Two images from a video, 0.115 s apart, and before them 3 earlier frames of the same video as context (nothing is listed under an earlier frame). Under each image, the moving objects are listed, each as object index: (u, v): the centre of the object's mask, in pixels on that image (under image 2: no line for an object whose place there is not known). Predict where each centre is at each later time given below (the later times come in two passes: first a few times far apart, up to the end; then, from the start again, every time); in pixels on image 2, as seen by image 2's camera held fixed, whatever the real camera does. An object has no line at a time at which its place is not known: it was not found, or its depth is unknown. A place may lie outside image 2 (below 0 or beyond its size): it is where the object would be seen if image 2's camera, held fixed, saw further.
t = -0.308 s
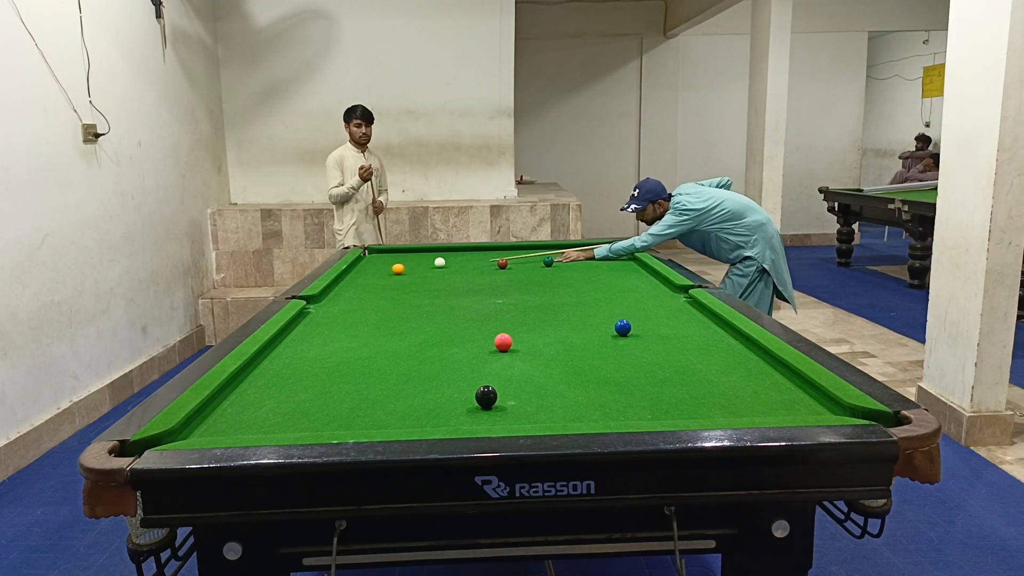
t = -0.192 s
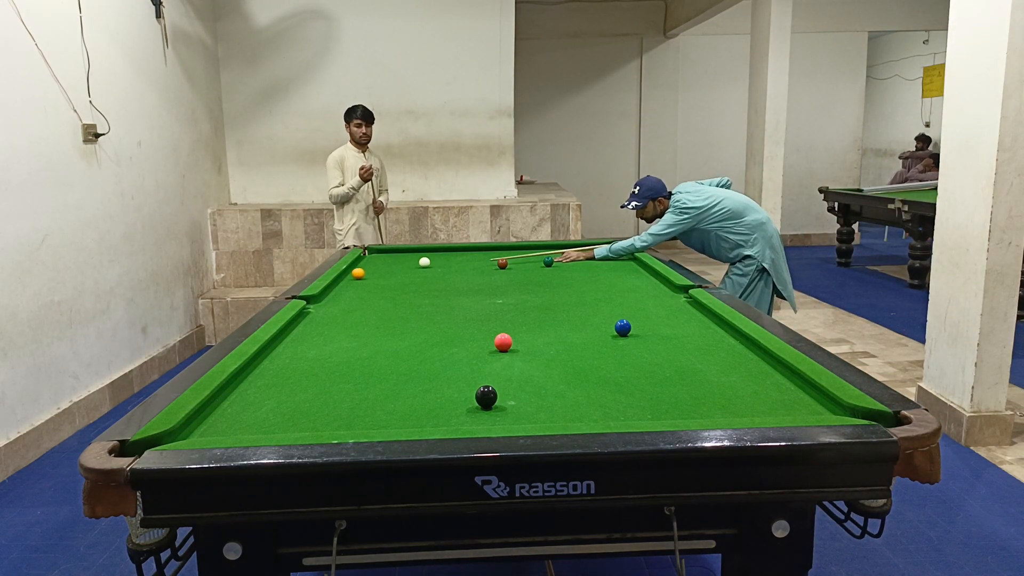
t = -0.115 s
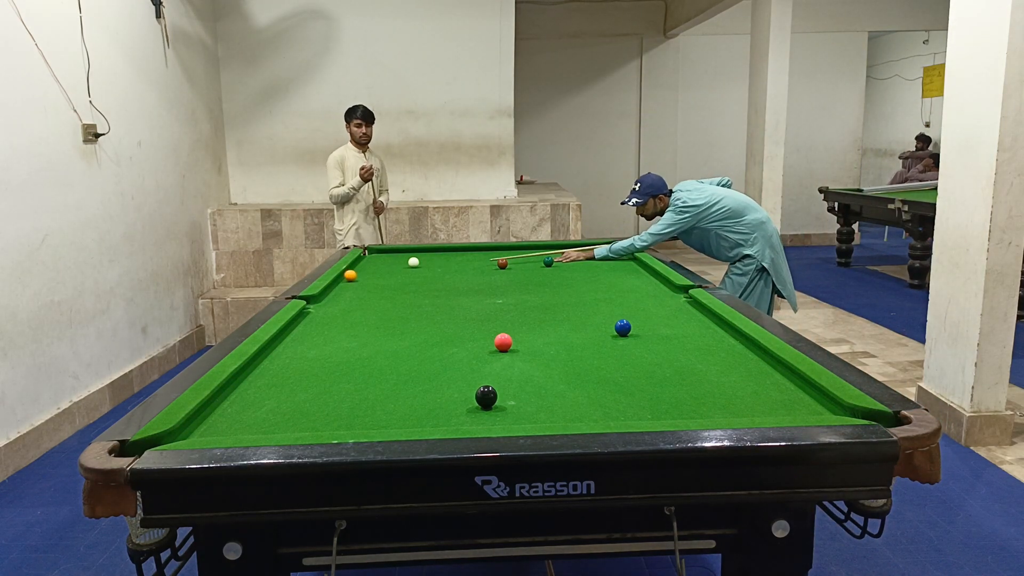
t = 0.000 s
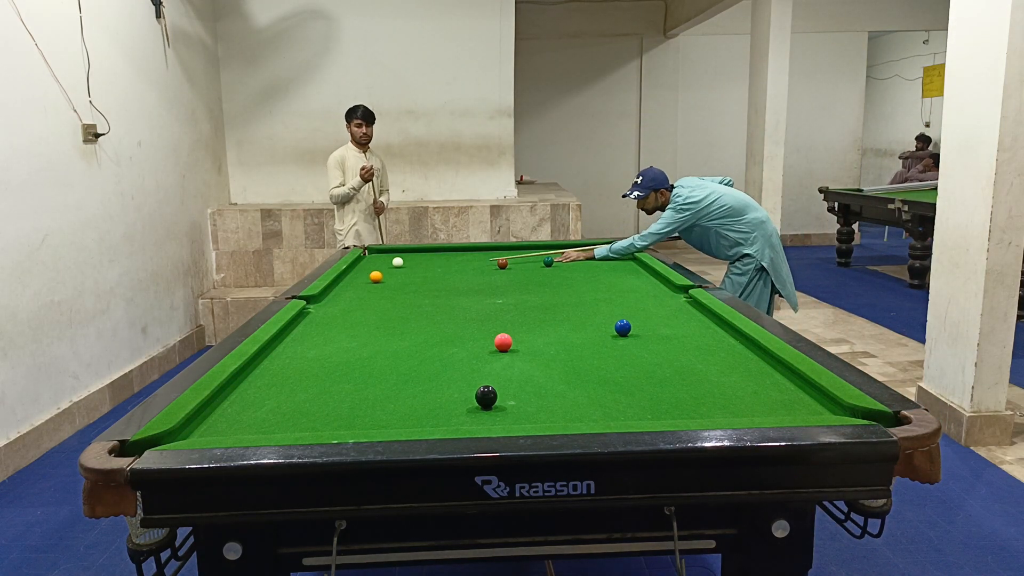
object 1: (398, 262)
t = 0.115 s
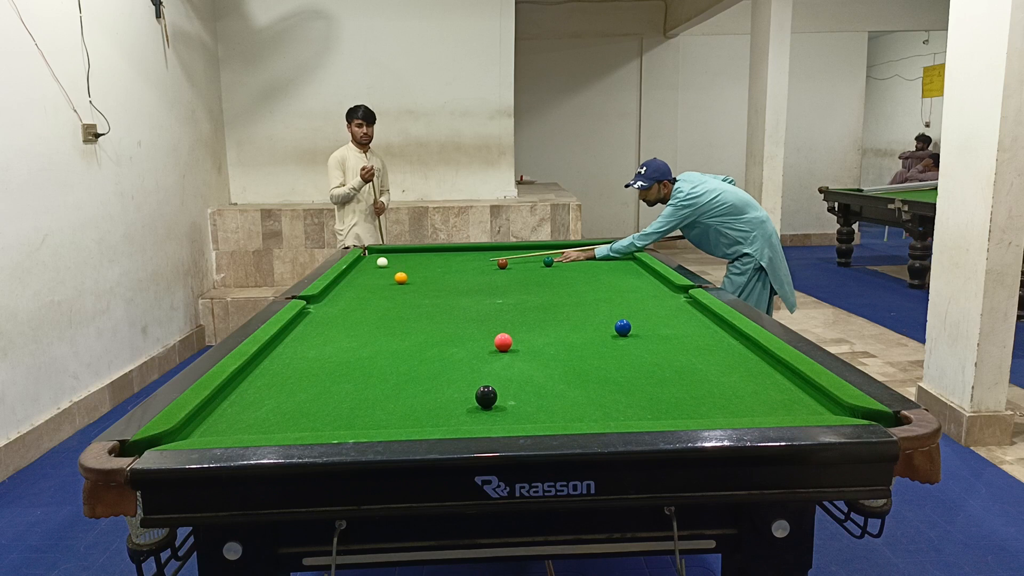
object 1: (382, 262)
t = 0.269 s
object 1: (362, 262)
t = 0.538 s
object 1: (380, 261)
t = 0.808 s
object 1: (405, 260)
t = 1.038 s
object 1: (424, 259)
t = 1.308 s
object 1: (445, 257)
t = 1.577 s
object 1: (462, 256)
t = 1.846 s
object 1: (478, 256)
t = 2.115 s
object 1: (491, 255)
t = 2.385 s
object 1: (502, 254)
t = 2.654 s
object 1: (511, 254)
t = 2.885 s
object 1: (517, 253)
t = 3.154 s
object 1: (522, 253)
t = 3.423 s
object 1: (524, 253)
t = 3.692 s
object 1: (525, 253)
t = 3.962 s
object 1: (525, 253)
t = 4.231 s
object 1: (525, 253)
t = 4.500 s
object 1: (525, 253)
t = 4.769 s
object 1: (525, 253)
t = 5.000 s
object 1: (525, 253)
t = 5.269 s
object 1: (525, 253)
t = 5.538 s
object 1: (525, 253)
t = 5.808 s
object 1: (525, 253)
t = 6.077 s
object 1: (525, 253)
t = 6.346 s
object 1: (525, 253)
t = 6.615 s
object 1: (525, 253)
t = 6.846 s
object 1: (525, 253)
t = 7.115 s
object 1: (525, 253)
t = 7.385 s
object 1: (525, 253)
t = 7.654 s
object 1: (525, 253)
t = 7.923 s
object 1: (525, 253)
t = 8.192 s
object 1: (525, 253)
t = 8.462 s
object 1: (525, 253)
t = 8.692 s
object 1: (525, 253)
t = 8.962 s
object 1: (525, 253)
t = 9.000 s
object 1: (525, 253)
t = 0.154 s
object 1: (377, 262)
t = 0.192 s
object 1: (372, 262)
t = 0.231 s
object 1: (367, 262)
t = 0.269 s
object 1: (362, 262)
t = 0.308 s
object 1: (357, 262)
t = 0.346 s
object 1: (360, 262)
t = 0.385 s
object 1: (364, 262)
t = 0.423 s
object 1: (368, 261)
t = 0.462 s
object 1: (372, 261)
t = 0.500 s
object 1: (376, 261)
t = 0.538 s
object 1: (380, 261)
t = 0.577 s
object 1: (384, 261)
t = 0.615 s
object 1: (387, 261)
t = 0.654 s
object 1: (391, 260)
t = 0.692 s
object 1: (395, 260)
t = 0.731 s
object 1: (398, 260)
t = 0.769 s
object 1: (402, 260)
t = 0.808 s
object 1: (405, 260)
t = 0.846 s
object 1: (408, 259)
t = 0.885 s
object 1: (411, 259)
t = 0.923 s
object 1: (415, 259)
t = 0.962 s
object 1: (418, 259)
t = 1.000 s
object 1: (421, 259)
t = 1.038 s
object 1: (424, 259)
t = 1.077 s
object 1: (427, 258)
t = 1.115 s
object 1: (430, 258)
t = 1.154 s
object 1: (433, 258)
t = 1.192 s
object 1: (436, 258)
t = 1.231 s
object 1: (439, 258)
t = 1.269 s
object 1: (442, 258)
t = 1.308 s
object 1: (445, 257)
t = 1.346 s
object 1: (447, 257)
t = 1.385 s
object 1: (450, 257)
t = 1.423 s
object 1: (453, 257)
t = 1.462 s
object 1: (455, 257)
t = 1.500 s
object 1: (458, 257)
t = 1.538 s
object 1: (460, 256)
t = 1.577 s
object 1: (462, 256)
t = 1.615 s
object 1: (465, 256)
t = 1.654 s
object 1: (467, 256)
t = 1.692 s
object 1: (469, 256)
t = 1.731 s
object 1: (471, 256)
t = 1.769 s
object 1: (474, 256)
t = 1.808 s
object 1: (476, 256)
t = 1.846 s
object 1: (478, 256)
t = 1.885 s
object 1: (480, 255)
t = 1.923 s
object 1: (482, 255)
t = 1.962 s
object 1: (484, 255)
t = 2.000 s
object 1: (486, 255)
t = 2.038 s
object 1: (487, 255)
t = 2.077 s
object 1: (489, 255)
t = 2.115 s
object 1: (491, 255)
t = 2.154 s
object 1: (493, 254)
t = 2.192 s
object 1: (494, 254)
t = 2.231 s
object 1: (496, 254)
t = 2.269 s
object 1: (498, 254)
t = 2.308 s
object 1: (499, 254)
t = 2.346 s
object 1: (501, 254)
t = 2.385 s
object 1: (502, 254)
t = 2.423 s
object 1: (504, 254)
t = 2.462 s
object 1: (505, 254)
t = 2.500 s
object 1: (506, 254)
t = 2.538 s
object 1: (508, 254)
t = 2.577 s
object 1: (509, 254)
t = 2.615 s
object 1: (510, 254)
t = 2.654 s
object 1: (511, 254)
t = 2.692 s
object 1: (512, 254)
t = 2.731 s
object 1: (513, 254)
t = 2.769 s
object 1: (514, 254)
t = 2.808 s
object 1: (515, 253)
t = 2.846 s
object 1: (516, 253)
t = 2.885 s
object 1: (517, 253)
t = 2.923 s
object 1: (518, 253)
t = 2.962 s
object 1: (519, 253)
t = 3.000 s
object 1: (519, 253)
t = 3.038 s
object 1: (520, 253)
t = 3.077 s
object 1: (521, 253)
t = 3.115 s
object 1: (521, 253)
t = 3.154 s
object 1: (522, 253)
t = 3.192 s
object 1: (522, 253)
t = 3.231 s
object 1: (523, 253)
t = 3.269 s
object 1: (523, 253)
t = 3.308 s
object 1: (523, 253)
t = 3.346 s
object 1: (524, 253)
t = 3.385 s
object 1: (524, 253)
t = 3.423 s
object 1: (524, 253)
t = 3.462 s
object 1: (524, 253)
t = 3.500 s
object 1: (525, 253)
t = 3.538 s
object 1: (525, 253)
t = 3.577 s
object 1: (525, 253)
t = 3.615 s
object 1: (525, 253)
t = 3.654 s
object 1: (525, 253)
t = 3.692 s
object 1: (525, 253)
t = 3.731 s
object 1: (525, 253)
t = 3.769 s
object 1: (525, 253)
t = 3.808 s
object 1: (525, 253)
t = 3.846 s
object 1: (525, 253)
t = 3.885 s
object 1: (525, 253)
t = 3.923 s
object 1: (525, 253)
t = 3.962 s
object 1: (525, 253)
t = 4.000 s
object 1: (525, 253)
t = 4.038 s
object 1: (525, 253)
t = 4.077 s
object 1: (525, 253)
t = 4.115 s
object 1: (525, 253)
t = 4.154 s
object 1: (525, 253)
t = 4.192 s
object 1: (525, 253)
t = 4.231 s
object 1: (525, 253)
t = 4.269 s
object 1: (525, 253)
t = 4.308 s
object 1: (525, 253)
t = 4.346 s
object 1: (525, 253)
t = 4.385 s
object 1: (525, 253)
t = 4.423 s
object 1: (525, 253)
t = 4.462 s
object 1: (525, 253)
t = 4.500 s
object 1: (525, 253)
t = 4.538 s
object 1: (525, 253)
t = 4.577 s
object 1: (525, 253)
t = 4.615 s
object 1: (525, 253)
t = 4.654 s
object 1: (525, 253)
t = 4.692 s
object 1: (525, 253)
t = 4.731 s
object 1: (525, 253)
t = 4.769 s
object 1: (525, 253)
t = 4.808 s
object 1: (525, 253)
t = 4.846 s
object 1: (525, 253)
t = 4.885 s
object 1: (525, 253)
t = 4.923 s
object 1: (525, 253)
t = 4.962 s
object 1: (525, 253)
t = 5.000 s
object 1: (525, 253)
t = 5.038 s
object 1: (525, 253)
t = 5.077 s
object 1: (525, 253)
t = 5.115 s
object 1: (525, 253)
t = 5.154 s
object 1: (525, 253)
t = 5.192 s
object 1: (525, 253)
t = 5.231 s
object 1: (525, 253)
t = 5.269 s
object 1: (525, 253)
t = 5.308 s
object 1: (525, 253)
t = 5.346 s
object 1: (525, 253)
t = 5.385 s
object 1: (525, 253)
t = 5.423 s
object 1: (525, 253)
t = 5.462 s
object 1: (525, 253)
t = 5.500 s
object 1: (525, 253)
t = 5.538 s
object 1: (525, 253)
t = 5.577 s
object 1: (525, 253)
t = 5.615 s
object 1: (525, 253)
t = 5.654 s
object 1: (525, 253)
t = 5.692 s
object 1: (525, 253)
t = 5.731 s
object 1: (525, 253)
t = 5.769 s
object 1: (525, 253)
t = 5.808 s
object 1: (525, 253)
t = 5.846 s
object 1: (525, 253)
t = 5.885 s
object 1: (525, 253)
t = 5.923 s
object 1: (525, 253)
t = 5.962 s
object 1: (525, 253)
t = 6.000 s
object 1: (525, 253)
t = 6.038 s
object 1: (525, 253)
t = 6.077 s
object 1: (525, 253)
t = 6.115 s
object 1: (525, 253)
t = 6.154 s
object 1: (525, 253)
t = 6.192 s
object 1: (525, 253)
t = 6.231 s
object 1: (525, 253)
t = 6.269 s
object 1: (525, 253)
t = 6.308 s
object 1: (525, 253)
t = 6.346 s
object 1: (525, 253)
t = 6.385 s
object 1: (525, 253)
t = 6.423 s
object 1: (525, 253)
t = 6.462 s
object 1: (525, 253)
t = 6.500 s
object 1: (525, 253)
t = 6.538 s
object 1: (525, 253)
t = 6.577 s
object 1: (525, 253)
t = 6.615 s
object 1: (525, 253)
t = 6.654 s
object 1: (525, 253)
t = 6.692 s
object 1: (525, 253)
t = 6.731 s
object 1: (525, 253)
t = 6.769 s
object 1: (525, 253)
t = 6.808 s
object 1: (525, 253)
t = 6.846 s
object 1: (525, 253)
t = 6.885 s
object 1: (525, 253)
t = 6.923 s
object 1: (525, 253)
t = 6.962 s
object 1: (525, 253)
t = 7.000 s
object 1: (525, 253)
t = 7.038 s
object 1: (525, 253)
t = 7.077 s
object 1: (525, 253)
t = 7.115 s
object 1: (525, 253)
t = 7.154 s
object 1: (525, 253)
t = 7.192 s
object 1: (525, 253)
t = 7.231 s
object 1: (525, 253)
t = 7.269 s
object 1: (525, 253)
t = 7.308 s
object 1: (525, 253)
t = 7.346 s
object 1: (525, 253)
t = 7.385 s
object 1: (525, 253)
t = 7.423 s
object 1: (525, 253)
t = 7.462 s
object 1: (525, 253)
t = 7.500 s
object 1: (525, 253)
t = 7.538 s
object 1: (525, 253)
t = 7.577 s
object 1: (525, 253)
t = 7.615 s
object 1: (525, 253)
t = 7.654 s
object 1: (525, 253)
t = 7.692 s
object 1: (525, 253)
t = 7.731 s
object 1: (525, 253)
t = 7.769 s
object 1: (525, 253)
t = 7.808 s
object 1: (525, 253)
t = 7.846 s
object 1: (525, 253)
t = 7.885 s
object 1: (525, 253)
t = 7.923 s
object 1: (525, 253)
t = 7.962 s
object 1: (525, 253)
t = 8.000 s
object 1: (525, 253)
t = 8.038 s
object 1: (525, 253)
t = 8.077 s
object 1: (525, 253)
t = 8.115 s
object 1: (525, 253)
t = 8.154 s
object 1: (525, 253)
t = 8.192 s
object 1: (525, 253)
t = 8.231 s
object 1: (525, 253)
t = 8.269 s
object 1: (525, 253)
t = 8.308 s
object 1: (525, 253)
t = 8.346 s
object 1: (525, 253)
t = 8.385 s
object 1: (525, 253)
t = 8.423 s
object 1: (525, 253)
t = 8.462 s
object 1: (525, 253)
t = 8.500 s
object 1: (525, 253)
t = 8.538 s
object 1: (525, 253)
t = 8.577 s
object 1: (525, 253)
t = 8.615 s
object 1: (525, 253)
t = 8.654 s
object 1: (525, 253)
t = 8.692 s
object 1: (525, 253)
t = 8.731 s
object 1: (525, 253)
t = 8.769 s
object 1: (525, 253)
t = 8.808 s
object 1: (525, 253)
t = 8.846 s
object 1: (525, 253)
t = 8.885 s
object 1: (525, 253)
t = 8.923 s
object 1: (525, 253)
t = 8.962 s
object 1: (525, 253)
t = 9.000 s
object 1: (525, 253)
